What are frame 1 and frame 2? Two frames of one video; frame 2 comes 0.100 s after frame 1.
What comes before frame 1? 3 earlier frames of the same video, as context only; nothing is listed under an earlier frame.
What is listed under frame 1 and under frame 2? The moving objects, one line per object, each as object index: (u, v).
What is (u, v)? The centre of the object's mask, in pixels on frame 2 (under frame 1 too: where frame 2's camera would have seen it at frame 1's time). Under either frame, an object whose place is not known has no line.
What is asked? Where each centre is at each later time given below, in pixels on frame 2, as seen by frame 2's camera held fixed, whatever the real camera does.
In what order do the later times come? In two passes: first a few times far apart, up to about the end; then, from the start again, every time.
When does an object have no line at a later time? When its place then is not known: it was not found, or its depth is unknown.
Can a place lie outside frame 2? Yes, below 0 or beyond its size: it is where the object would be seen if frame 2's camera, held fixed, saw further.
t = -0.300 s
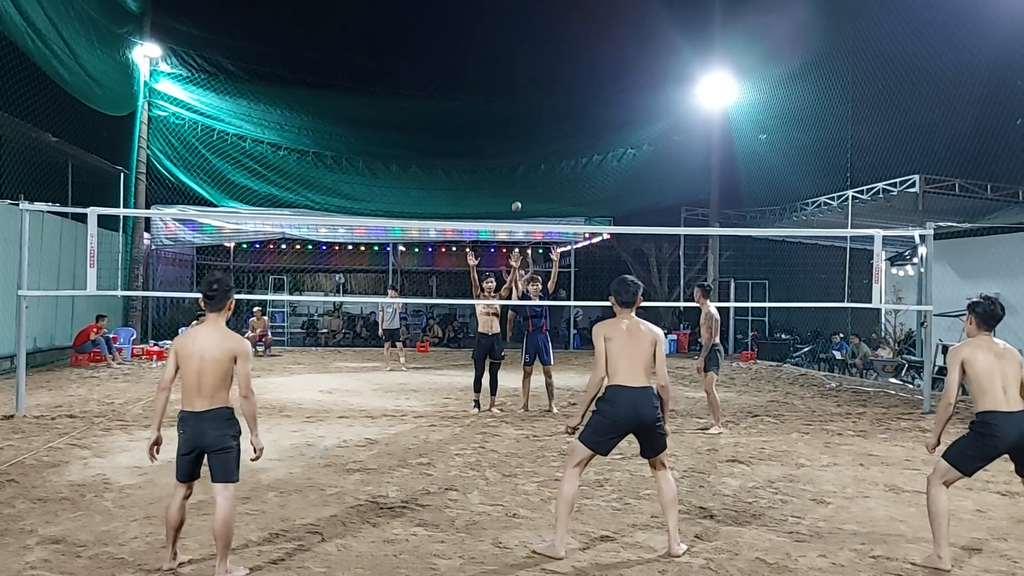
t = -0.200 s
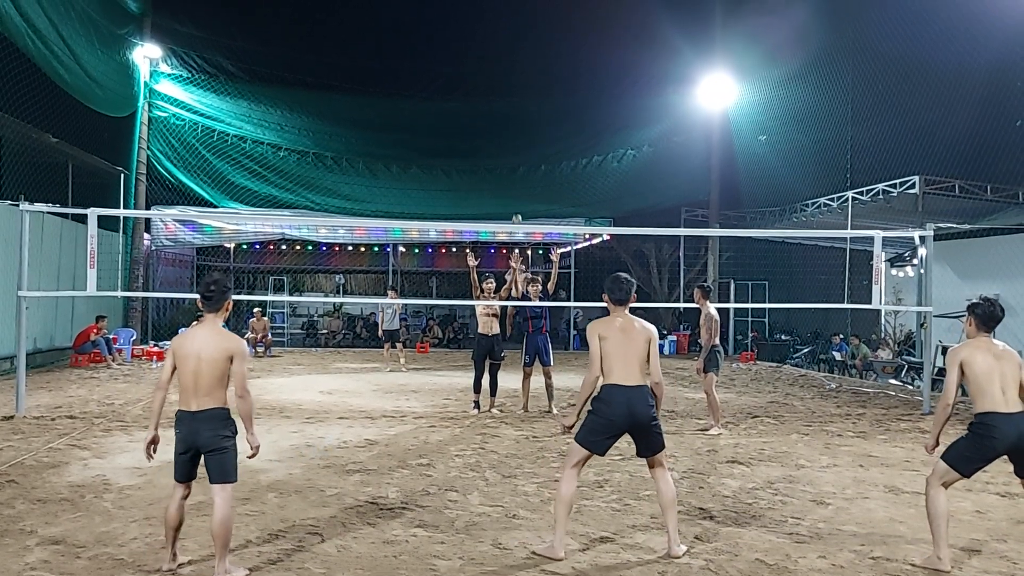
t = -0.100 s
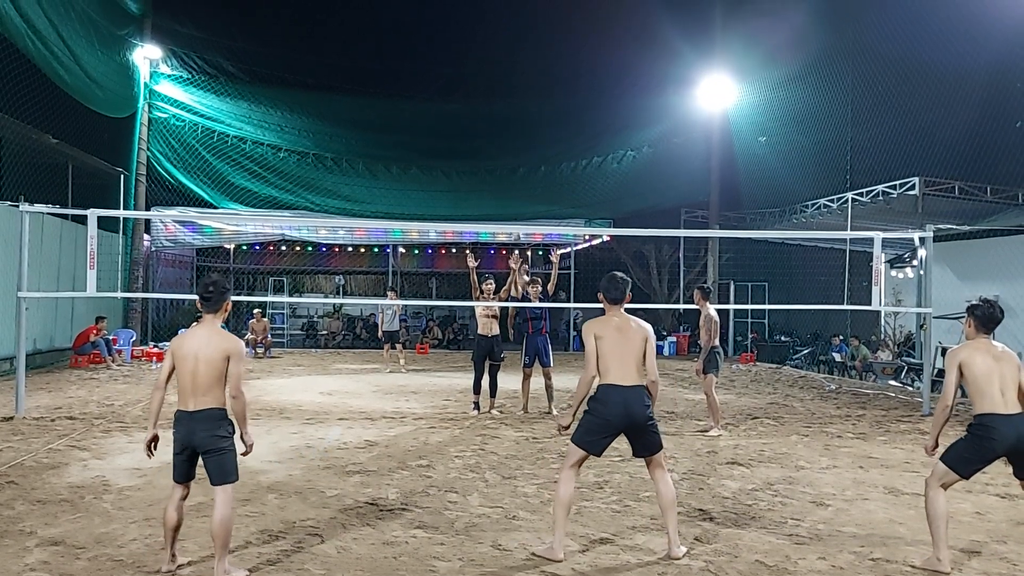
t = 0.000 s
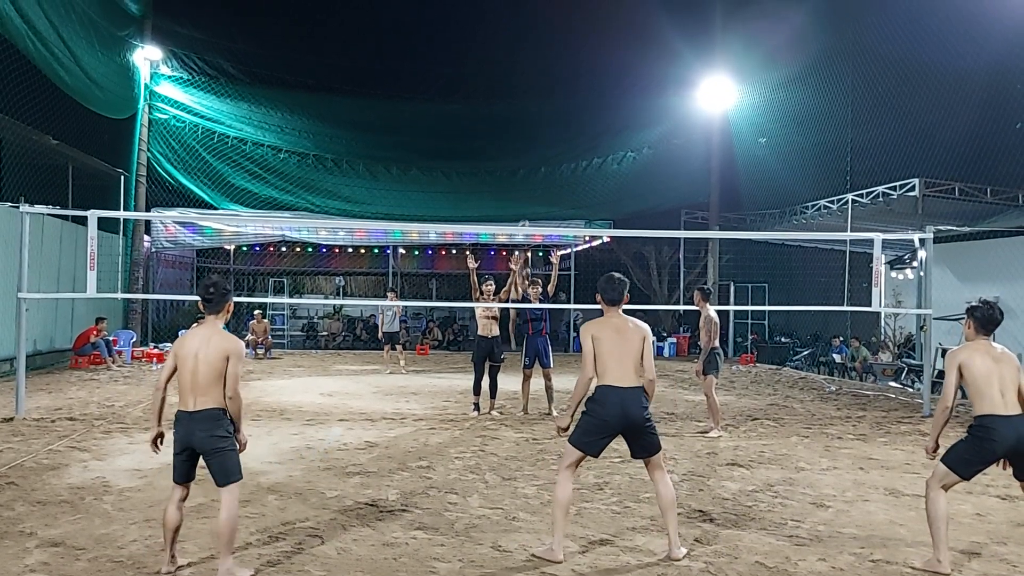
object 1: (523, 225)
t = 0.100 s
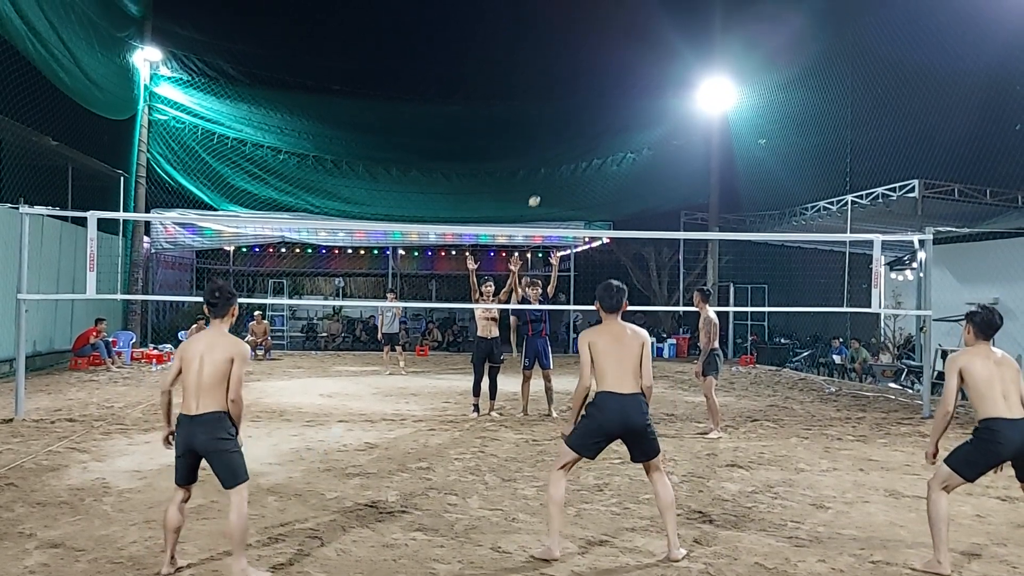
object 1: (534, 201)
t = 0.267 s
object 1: (559, 166)
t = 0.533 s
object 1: (626, 137)
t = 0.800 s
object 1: (765, 185)
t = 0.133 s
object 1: (538, 194)
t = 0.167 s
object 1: (543, 186)
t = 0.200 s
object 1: (548, 178)
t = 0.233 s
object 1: (553, 172)
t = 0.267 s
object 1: (559, 166)
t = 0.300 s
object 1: (566, 159)
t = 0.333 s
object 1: (573, 154)
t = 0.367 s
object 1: (580, 149)
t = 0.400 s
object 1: (588, 145)
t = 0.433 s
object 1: (596, 142)
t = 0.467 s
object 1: (606, 139)
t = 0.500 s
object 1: (616, 138)
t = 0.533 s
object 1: (626, 137)
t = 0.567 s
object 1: (639, 137)
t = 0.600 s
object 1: (652, 139)
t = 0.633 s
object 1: (665, 142)
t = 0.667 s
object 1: (681, 146)
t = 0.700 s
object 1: (699, 153)
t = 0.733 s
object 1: (718, 160)
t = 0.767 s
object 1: (740, 171)
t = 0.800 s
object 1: (765, 185)
